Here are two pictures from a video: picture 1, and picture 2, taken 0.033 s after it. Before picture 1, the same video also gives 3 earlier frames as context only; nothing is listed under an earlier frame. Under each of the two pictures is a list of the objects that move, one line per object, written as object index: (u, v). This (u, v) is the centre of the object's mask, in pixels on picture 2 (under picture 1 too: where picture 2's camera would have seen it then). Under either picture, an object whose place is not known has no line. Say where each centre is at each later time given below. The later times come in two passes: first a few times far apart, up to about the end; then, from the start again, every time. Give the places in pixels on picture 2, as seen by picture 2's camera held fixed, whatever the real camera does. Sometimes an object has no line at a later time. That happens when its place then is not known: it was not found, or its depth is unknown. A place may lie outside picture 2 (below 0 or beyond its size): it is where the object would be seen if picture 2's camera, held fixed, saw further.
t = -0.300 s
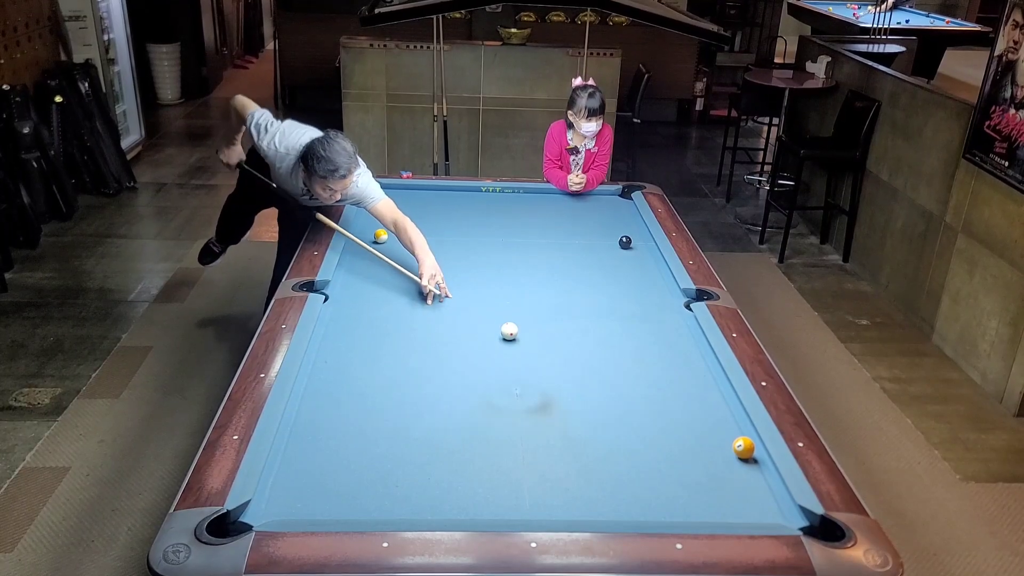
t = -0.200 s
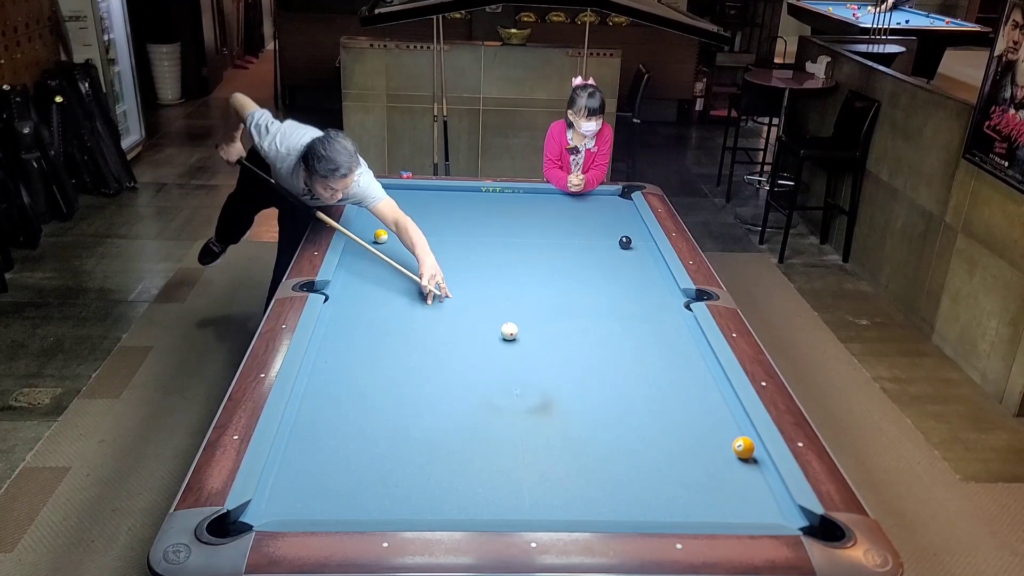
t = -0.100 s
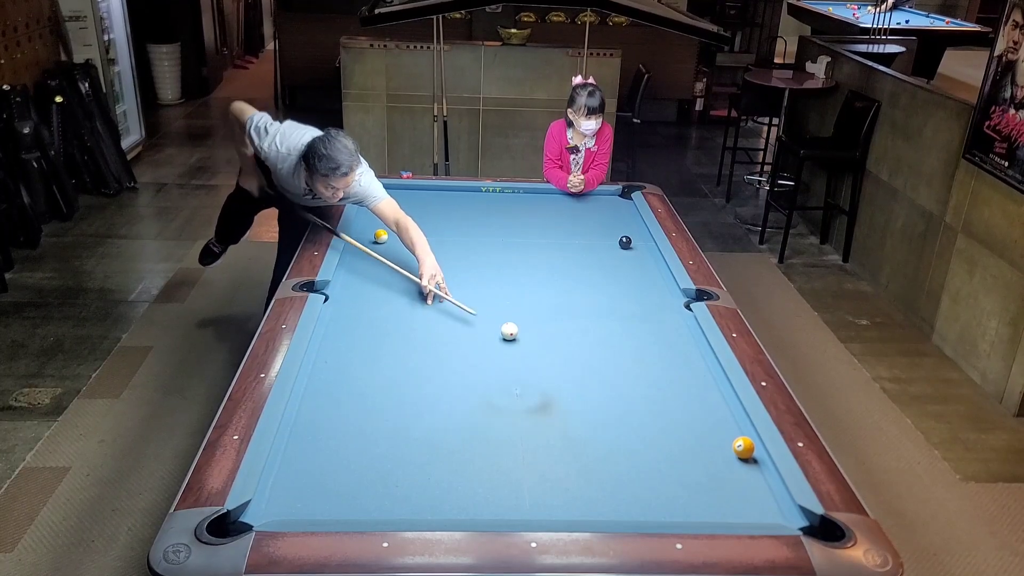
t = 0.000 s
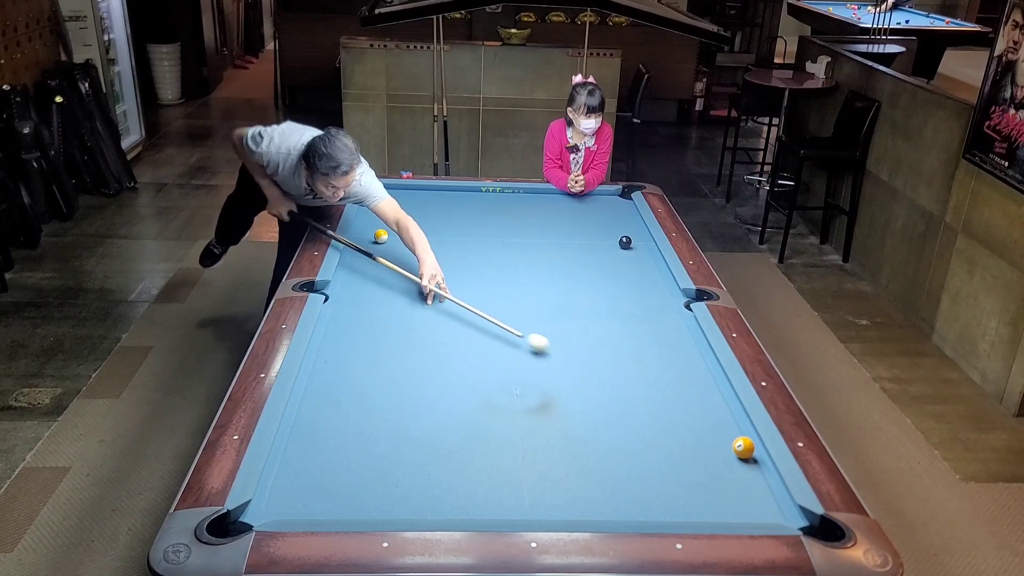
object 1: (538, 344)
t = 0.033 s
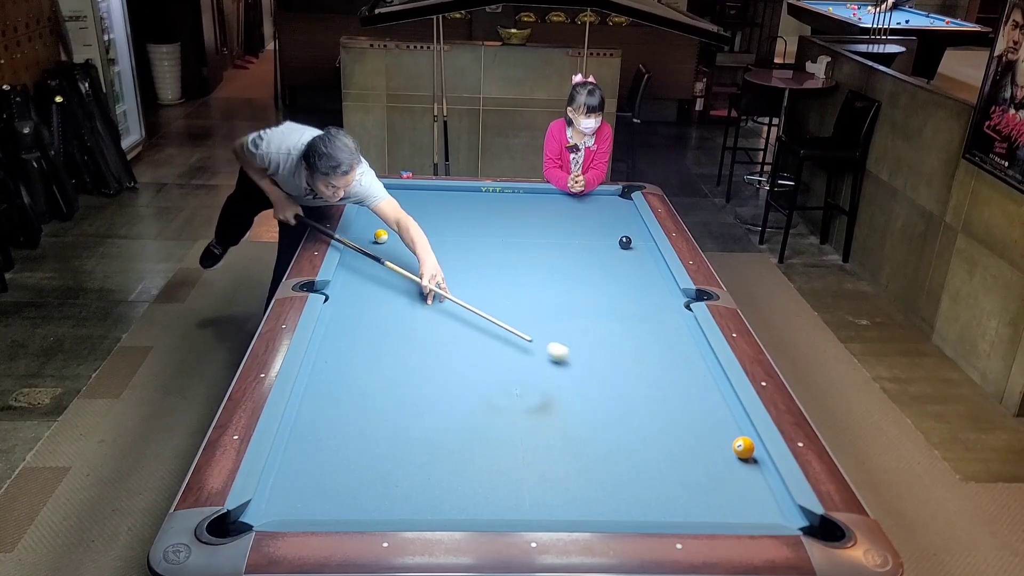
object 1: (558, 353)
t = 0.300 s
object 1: (730, 431)
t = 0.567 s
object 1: (678, 462)
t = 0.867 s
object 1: (608, 510)
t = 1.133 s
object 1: (531, 491)
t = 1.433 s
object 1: (452, 465)
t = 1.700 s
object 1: (390, 444)
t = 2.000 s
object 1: (326, 422)
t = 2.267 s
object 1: (309, 404)
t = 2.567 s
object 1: (345, 385)
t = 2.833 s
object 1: (372, 370)
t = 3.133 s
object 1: (400, 356)
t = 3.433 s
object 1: (424, 343)
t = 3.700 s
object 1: (444, 333)
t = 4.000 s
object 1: (463, 324)
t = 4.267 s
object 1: (479, 316)
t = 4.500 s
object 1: (491, 310)
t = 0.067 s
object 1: (578, 362)
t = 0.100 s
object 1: (598, 371)
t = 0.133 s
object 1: (619, 381)
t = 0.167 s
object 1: (640, 391)
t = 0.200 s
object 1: (662, 401)
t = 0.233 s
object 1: (684, 411)
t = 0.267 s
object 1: (707, 422)
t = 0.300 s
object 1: (730, 431)
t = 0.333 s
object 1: (749, 435)
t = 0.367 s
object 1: (738, 440)
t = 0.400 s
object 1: (727, 442)
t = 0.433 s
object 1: (716, 446)
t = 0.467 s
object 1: (706, 450)
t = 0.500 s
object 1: (696, 453)
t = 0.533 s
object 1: (687, 458)
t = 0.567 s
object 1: (678, 462)
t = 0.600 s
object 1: (669, 467)
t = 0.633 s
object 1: (662, 473)
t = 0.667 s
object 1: (655, 478)
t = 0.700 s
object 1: (648, 484)
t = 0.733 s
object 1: (640, 490)
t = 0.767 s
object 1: (632, 496)
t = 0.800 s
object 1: (624, 502)
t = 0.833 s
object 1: (616, 507)
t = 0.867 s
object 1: (608, 510)
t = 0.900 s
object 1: (599, 512)
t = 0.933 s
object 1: (588, 509)
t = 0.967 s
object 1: (578, 507)
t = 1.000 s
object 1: (568, 505)
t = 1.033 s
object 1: (559, 500)
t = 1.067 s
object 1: (549, 498)
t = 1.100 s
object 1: (540, 495)
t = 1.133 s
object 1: (531, 491)
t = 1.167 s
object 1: (522, 488)
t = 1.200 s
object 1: (512, 485)
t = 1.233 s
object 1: (504, 482)
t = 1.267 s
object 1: (495, 479)
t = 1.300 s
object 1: (486, 476)
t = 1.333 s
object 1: (477, 473)
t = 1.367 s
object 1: (469, 470)
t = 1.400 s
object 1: (461, 468)
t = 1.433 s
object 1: (452, 465)
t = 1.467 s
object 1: (444, 462)
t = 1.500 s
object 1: (436, 459)
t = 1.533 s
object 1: (428, 457)
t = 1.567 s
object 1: (420, 454)
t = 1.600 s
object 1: (412, 451)
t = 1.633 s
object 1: (405, 449)
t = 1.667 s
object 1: (397, 446)
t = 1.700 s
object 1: (390, 444)
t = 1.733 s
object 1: (382, 441)
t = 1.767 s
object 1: (375, 439)
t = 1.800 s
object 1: (368, 437)
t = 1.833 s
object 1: (360, 434)
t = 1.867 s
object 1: (353, 432)
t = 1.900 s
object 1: (346, 429)
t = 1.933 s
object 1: (340, 427)
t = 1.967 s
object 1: (333, 425)
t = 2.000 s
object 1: (326, 422)
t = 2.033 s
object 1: (319, 420)
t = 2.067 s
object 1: (313, 418)
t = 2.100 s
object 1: (306, 416)
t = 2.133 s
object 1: (300, 413)
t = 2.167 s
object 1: (295, 411)
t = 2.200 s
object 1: (301, 409)
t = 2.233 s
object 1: (305, 406)
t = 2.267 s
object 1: (309, 404)
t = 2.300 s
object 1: (314, 402)
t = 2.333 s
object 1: (318, 400)
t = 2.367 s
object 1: (322, 398)
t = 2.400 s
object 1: (326, 395)
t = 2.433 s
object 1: (330, 393)
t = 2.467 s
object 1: (334, 391)
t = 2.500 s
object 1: (337, 389)
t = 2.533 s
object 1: (341, 387)
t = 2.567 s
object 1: (345, 385)
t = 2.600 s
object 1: (348, 383)
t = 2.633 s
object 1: (352, 381)
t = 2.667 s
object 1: (355, 379)
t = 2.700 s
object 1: (359, 377)
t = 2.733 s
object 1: (362, 375)
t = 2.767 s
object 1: (366, 374)
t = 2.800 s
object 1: (369, 372)
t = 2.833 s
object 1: (372, 370)
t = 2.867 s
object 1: (376, 368)
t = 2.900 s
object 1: (379, 367)
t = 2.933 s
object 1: (382, 365)
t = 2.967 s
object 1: (385, 363)
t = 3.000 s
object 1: (388, 362)
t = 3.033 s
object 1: (391, 360)
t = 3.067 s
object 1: (394, 359)
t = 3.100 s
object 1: (397, 357)
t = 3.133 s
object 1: (400, 356)
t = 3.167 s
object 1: (403, 354)
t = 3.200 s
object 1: (405, 353)
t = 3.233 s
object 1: (408, 351)
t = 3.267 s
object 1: (411, 350)
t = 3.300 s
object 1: (414, 348)
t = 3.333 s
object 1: (416, 347)
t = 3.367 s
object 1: (419, 345)
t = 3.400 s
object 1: (422, 344)
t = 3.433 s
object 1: (424, 343)
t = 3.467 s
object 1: (427, 341)
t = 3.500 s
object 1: (429, 340)
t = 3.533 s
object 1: (432, 339)
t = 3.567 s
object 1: (434, 338)
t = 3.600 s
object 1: (437, 337)
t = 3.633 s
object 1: (439, 335)
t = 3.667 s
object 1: (441, 335)
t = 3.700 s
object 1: (444, 333)
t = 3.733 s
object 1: (446, 332)
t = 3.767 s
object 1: (448, 331)
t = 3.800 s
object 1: (450, 330)
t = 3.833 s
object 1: (452, 329)
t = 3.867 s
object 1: (455, 328)
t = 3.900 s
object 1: (457, 327)
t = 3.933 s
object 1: (459, 326)
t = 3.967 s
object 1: (461, 325)
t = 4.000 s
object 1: (463, 324)
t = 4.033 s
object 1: (465, 323)
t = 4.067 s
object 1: (467, 322)
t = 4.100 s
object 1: (469, 321)
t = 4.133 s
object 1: (471, 320)
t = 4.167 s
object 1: (473, 319)
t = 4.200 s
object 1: (475, 318)
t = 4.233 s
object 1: (476, 317)
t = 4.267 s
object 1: (479, 316)
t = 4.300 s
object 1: (480, 315)
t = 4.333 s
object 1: (482, 314)
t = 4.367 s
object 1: (484, 313)
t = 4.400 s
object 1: (486, 312)
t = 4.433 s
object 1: (488, 312)
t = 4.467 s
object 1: (489, 311)
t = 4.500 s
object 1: (491, 310)
